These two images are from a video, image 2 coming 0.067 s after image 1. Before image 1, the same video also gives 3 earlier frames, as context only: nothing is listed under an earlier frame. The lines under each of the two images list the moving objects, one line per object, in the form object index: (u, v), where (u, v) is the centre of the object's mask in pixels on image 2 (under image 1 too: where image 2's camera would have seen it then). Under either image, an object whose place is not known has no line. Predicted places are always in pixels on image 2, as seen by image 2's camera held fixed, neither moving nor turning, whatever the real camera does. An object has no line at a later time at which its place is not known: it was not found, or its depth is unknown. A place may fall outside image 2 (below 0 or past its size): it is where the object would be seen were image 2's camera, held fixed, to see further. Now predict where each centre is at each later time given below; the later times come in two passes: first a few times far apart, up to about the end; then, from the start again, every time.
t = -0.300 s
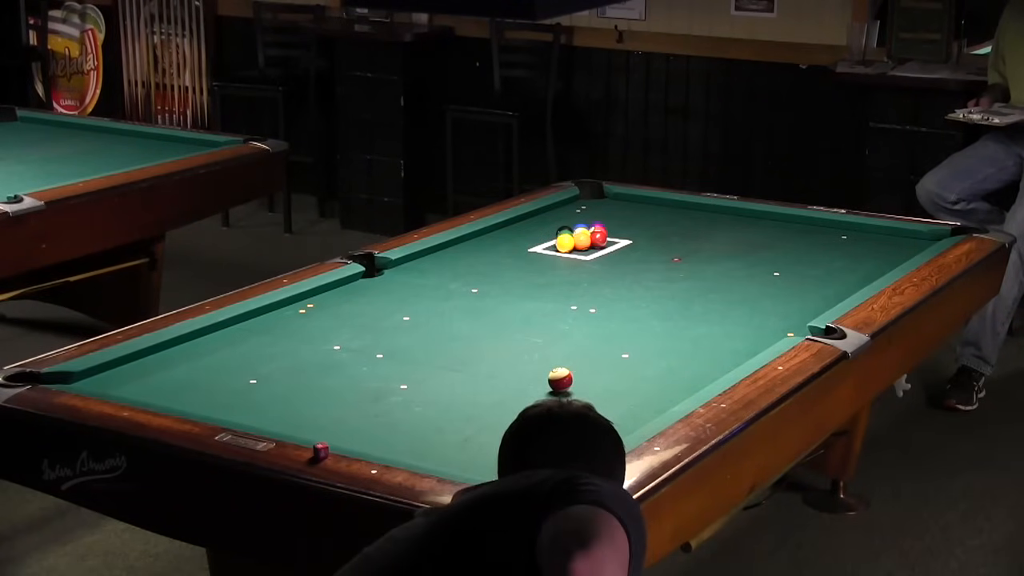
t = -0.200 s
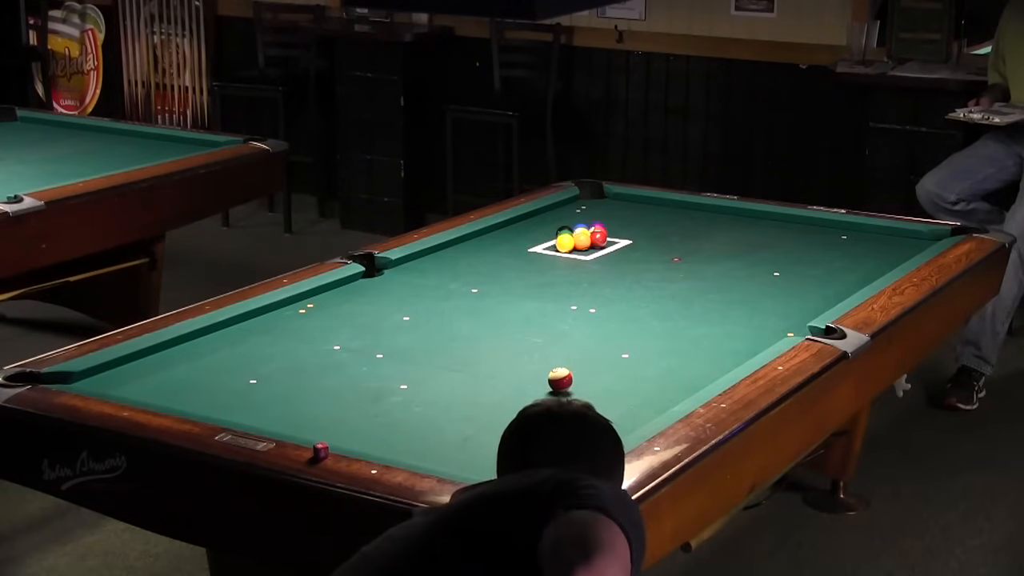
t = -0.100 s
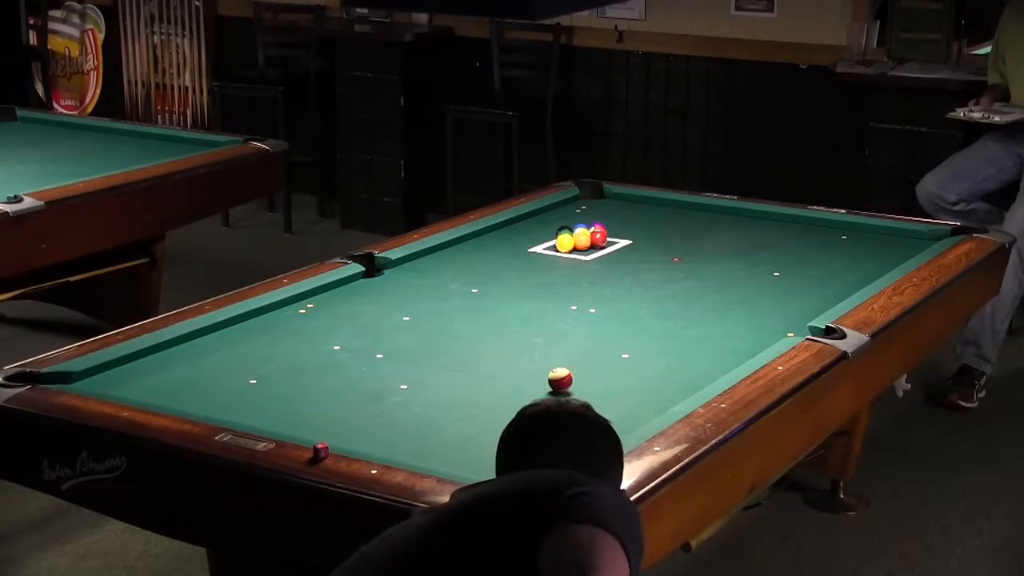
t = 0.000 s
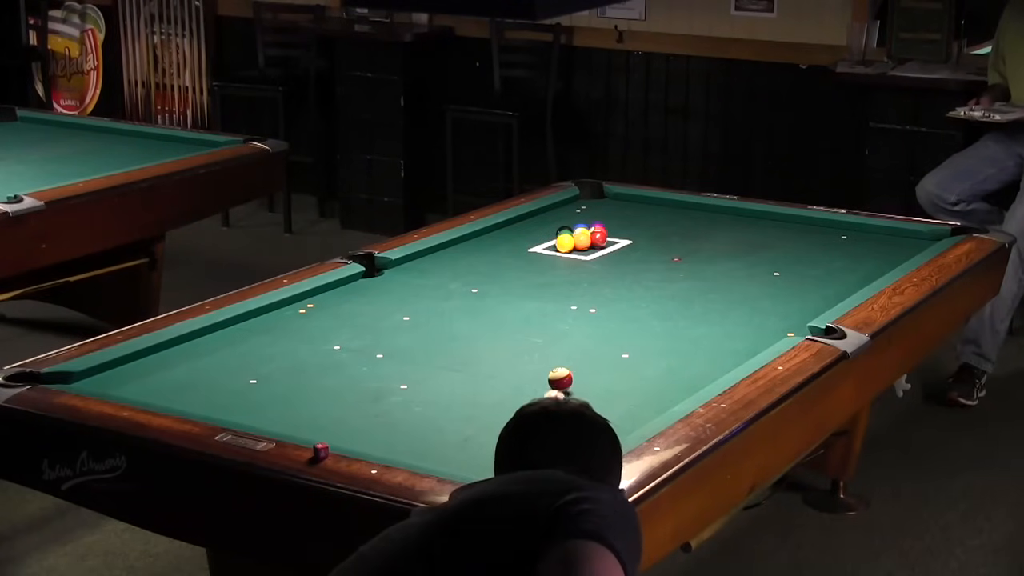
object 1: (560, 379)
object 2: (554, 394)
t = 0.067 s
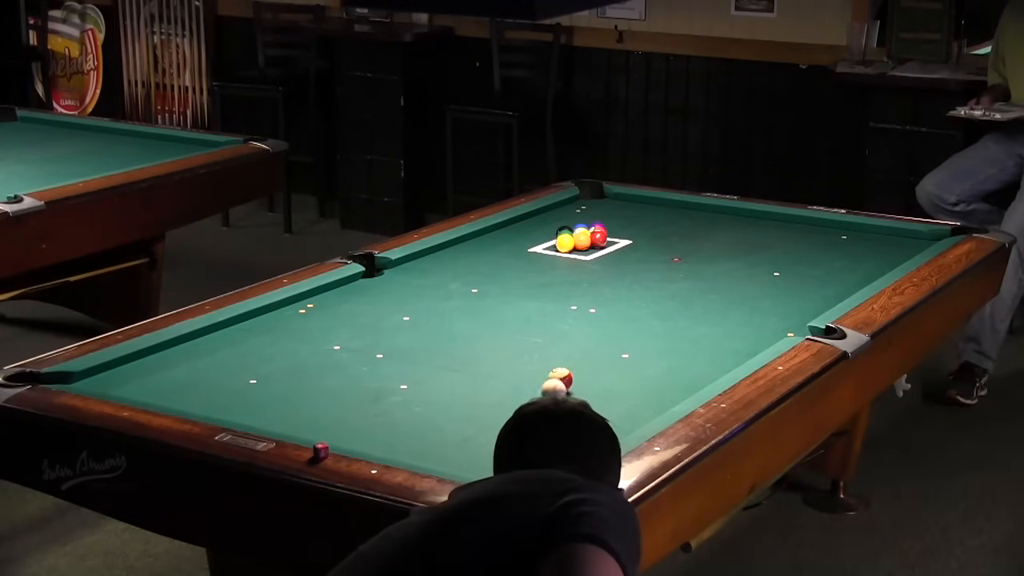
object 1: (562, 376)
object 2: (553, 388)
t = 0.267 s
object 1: (576, 361)
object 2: (533, 380)
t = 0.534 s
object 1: (596, 339)
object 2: (507, 368)
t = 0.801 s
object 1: (613, 319)
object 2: (483, 357)
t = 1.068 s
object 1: (628, 302)
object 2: (461, 347)
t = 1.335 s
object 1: (642, 286)
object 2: (442, 339)
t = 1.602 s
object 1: (655, 273)
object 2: (423, 330)
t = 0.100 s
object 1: (564, 375)
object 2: (552, 386)
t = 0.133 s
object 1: (565, 373)
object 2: (548, 385)
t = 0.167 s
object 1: (568, 370)
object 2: (544, 384)
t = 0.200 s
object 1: (571, 367)
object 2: (540, 382)
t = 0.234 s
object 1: (574, 364)
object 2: (537, 381)
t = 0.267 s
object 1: (576, 361)
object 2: (533, 380)
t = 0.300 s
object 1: (579, 358)
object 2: (530, 378)
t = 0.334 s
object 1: (581, 356)
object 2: (527, 376)
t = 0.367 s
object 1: (584, 352)
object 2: (523, 375)
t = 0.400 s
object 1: (586, 350)
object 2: (520, 374)
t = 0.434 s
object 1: (589, 347)
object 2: (517, 372)
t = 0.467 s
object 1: (591, 345)
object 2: (513, 371)
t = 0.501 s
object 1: (593, 342)
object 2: (510, 369)
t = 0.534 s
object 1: (596, 339)
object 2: (507, 368)
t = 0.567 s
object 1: (598, 337)
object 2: (504, 366)
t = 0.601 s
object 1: (600, 334)
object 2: (501, 365)
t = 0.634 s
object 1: (602, 331)
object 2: (498, 363)
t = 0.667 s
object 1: (605, 329)
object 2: (495, 362)
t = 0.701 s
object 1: (607, 326)
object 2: (492, 361)
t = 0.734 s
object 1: (609, 324)
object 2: (489, 359)
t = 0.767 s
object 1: (611, 322)
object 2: (486, 358)
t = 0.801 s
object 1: (613, 319)
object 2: (483, 357)
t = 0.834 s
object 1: (615, 317)
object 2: (480, 355)
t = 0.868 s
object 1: (617, 315)
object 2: (477, 354)
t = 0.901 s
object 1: (619, 313)
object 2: (475, 353)
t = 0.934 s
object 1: (621, 310)
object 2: (472, 352)
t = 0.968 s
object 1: (623, 308)
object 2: (469, 351)
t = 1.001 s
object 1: (625, 306)
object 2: (467, 349)
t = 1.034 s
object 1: (626, 304)
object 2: (464, 348)
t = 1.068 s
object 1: (628, 302)
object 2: (461, 347)
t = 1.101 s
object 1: (630, 300)
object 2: (459, 346)
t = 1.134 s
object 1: (632, 298)
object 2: (456, 345)
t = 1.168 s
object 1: (633, 296)
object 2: (454, 344)
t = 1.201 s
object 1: (635, 294)
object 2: (451, 343)
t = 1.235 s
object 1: (637, 292)
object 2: (449, 342)
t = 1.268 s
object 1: (639, 291)
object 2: (447, 341)
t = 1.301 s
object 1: (640, 289)
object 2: (444, 339)
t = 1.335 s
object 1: (642, 286)
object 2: (442, 339)
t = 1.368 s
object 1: (643, 285)
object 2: (440, 338)
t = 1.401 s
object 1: (645, 283)
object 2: (438, 337)
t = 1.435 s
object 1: (647, 281)
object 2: (435, 336)
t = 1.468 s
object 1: (648, 279)
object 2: (433, 335)
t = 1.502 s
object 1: (650, 278)
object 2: (431, 334)
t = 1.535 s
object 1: (651, 276)
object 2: (429, 333)
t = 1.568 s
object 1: (653, 275)
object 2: (426, 331)
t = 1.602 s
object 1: (655, 273)
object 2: (423, 330)
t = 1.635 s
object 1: (656, 271)
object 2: (419, 327)
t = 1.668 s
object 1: (657, 269)
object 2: (415, 324)
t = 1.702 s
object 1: (658, 268)
